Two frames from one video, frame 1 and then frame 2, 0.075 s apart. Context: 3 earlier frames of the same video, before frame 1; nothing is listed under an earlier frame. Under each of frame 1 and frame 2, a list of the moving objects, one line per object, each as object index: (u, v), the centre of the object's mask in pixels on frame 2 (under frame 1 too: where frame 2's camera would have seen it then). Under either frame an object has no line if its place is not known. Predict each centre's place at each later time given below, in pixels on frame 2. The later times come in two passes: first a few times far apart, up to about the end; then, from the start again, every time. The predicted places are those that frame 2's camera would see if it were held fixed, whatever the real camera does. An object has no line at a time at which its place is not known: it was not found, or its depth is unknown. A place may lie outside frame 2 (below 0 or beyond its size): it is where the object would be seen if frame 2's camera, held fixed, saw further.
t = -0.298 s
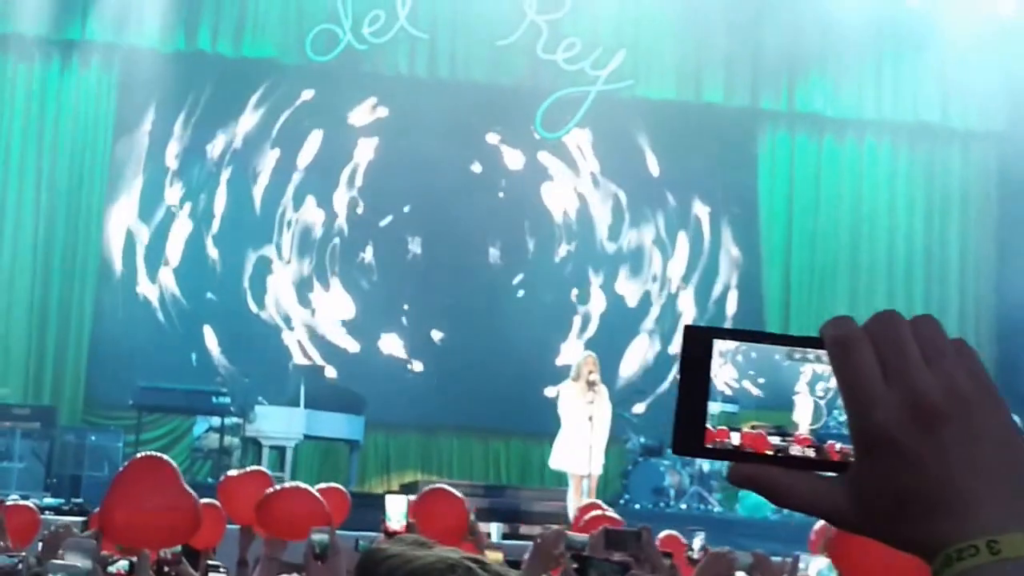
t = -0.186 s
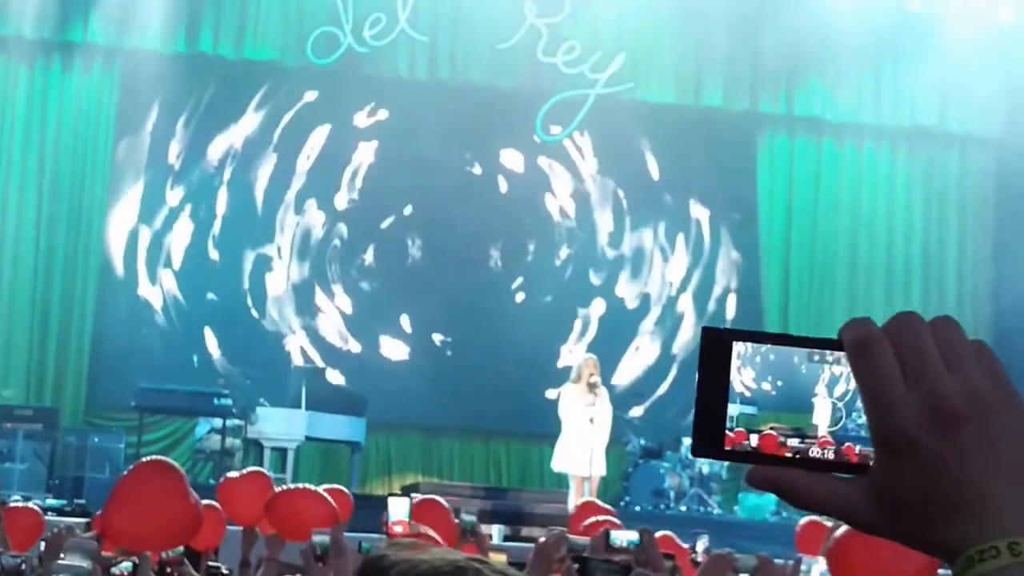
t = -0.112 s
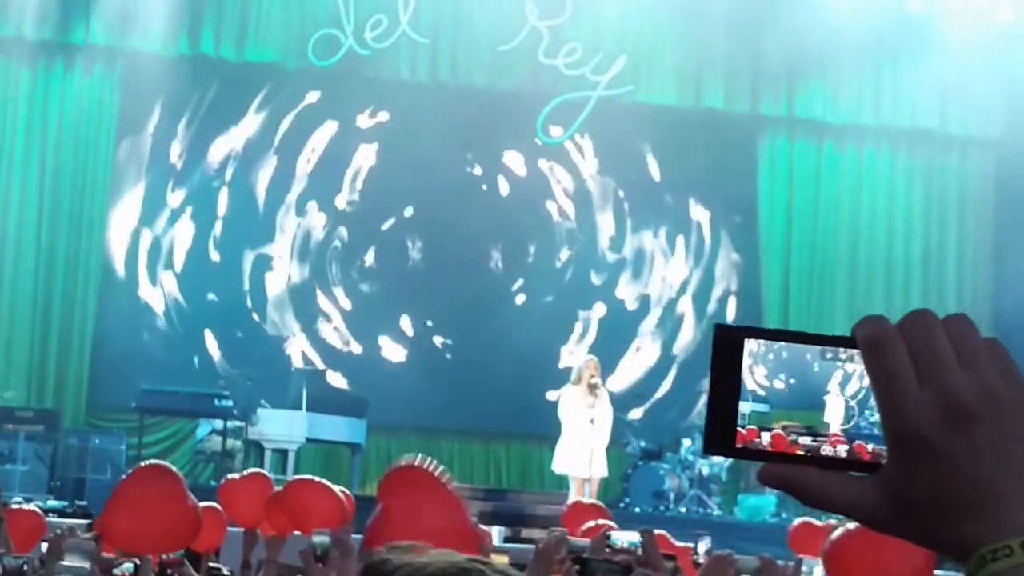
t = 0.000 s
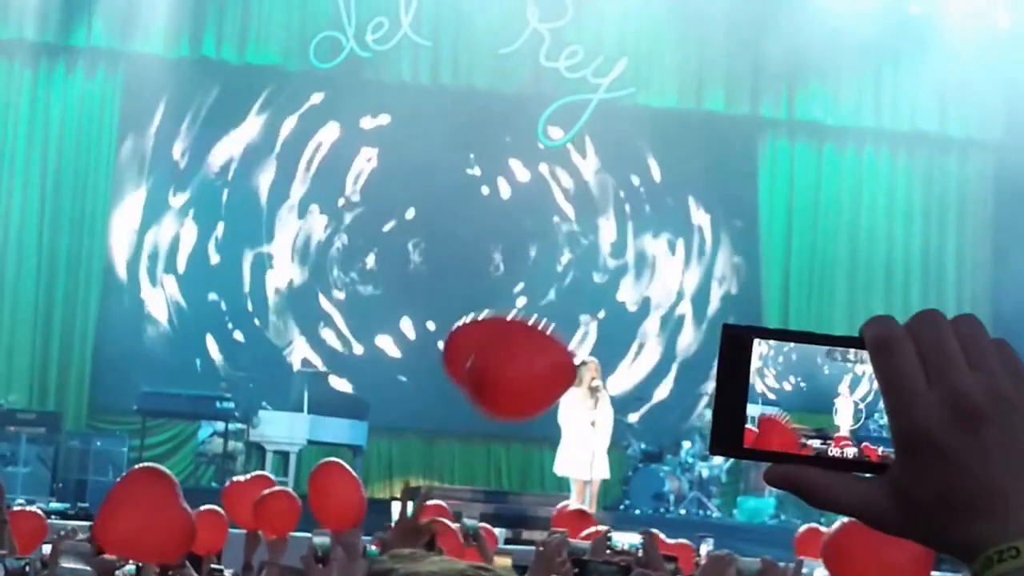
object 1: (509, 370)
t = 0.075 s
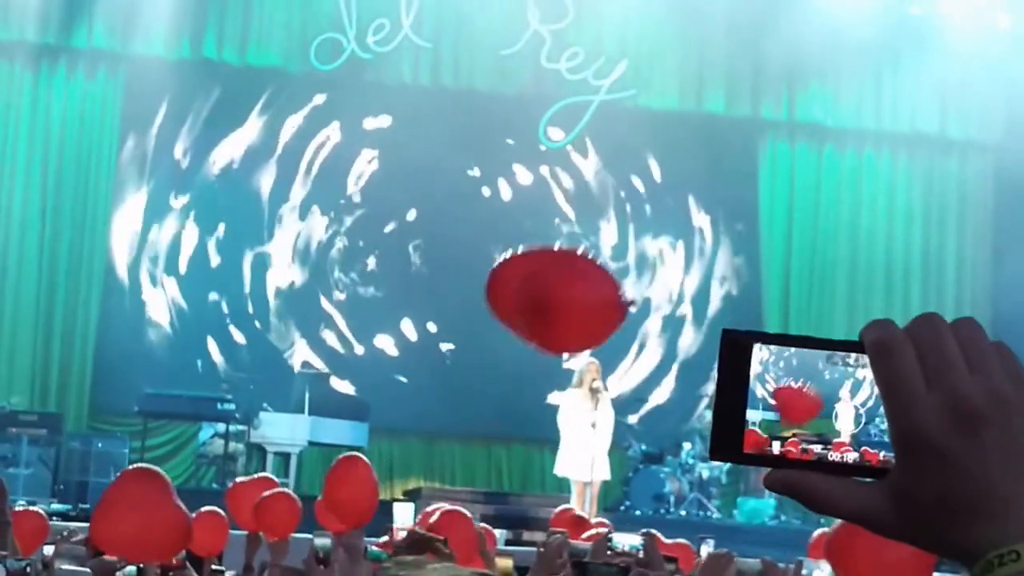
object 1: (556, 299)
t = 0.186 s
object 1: (607, 254)
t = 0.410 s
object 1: (643, 315)
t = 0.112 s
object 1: (577, 275)
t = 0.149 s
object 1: (593, 260)
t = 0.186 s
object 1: (607, 254)
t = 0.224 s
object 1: (617, 256)
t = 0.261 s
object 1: (625, 263)
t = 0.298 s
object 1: (631, 275)
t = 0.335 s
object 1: (636, 288)
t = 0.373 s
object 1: (640, 301)
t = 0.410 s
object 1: (643, 315)
